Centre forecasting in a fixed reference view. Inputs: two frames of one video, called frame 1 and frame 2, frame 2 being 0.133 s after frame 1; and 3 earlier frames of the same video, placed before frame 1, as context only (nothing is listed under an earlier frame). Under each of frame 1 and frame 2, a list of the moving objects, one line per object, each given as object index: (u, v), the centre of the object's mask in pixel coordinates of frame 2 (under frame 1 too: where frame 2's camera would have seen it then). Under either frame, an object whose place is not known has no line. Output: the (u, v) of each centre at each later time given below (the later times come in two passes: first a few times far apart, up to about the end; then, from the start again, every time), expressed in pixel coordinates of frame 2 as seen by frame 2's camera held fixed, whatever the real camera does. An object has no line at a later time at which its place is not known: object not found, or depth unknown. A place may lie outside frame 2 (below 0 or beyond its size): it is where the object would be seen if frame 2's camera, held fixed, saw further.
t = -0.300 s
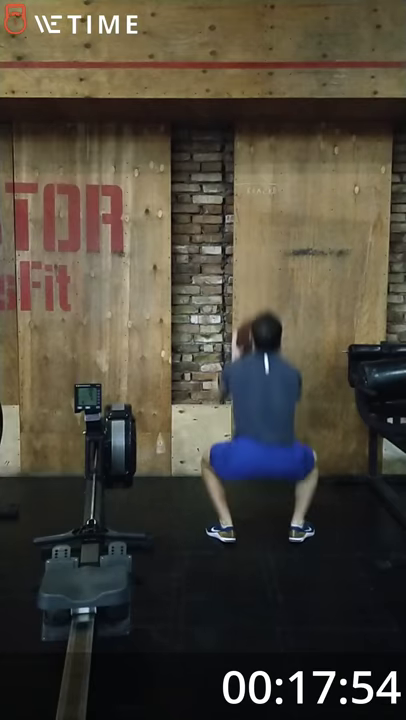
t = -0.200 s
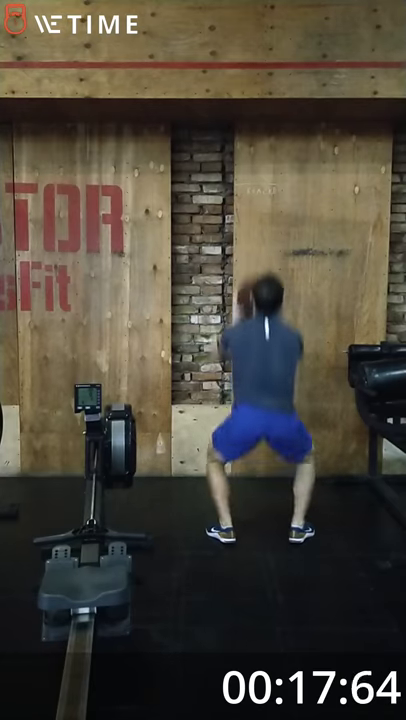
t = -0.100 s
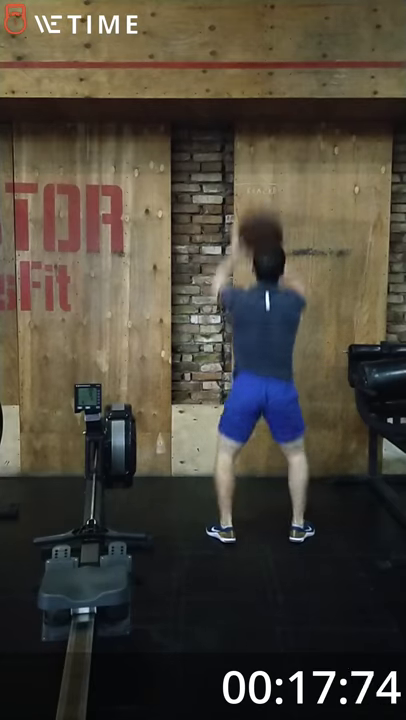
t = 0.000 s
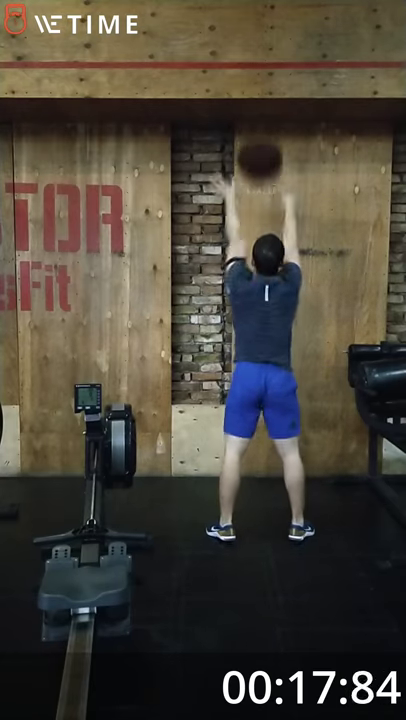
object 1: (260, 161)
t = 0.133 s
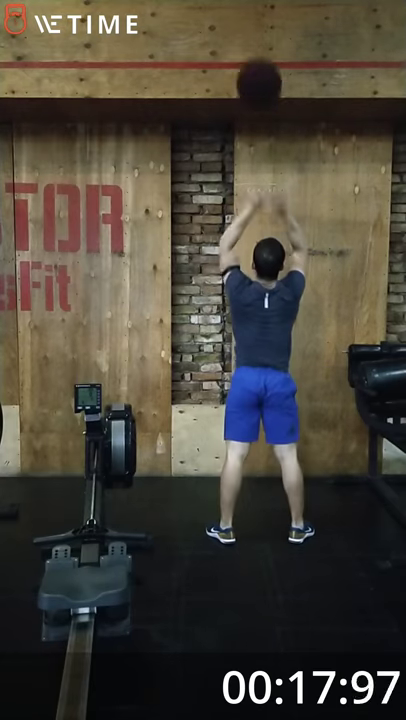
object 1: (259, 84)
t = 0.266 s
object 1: (257, 39)
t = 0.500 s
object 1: (257, 26)
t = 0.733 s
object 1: (259, 86)
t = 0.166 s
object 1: (259, 69)
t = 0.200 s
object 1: (258, 58)
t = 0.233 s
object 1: (258, 48)
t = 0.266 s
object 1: (257, 39)
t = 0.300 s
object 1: (257, 33)
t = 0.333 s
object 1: (257, 29)
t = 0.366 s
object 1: (257, 26)
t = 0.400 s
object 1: (256, 25)
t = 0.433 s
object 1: (256, 26)
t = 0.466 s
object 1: (257, 26)
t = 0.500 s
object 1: (257, 26)
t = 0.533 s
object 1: (257, 29)
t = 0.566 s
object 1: (258, 34)
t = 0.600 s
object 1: (258, 41)
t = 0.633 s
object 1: (258, 50)
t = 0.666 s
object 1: (258, 60)
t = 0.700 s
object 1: (259, 71)
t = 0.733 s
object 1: (259, 86)
